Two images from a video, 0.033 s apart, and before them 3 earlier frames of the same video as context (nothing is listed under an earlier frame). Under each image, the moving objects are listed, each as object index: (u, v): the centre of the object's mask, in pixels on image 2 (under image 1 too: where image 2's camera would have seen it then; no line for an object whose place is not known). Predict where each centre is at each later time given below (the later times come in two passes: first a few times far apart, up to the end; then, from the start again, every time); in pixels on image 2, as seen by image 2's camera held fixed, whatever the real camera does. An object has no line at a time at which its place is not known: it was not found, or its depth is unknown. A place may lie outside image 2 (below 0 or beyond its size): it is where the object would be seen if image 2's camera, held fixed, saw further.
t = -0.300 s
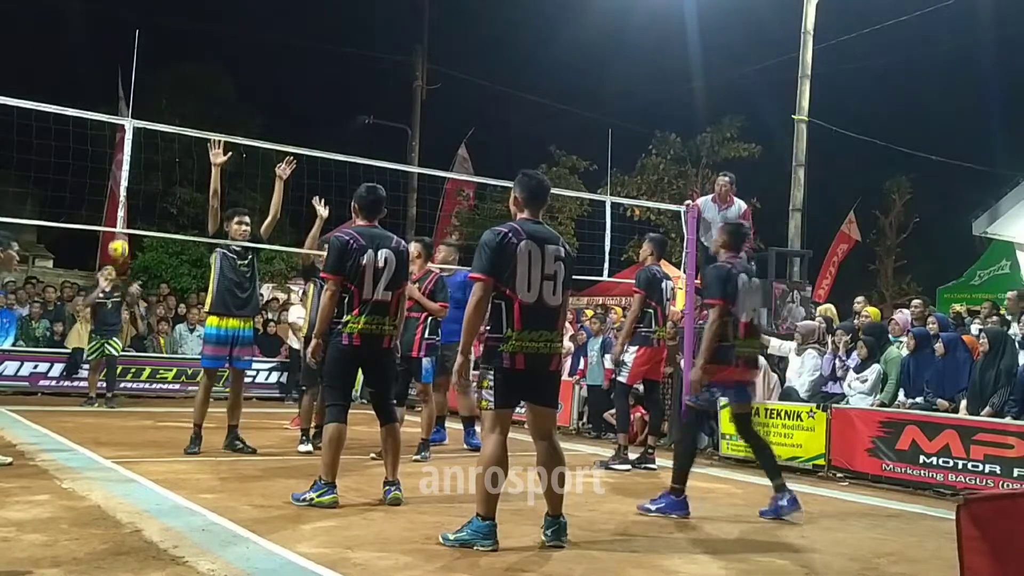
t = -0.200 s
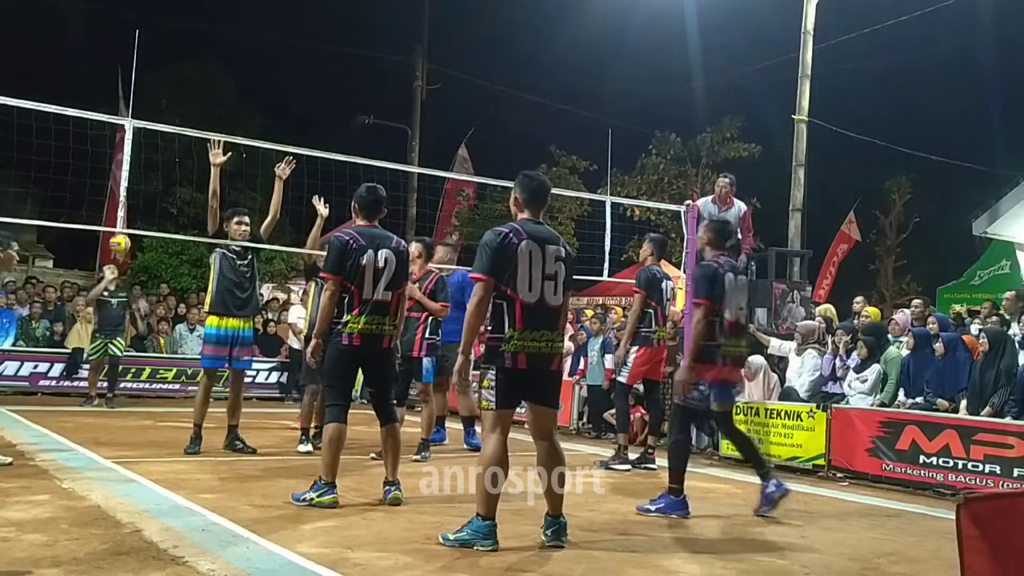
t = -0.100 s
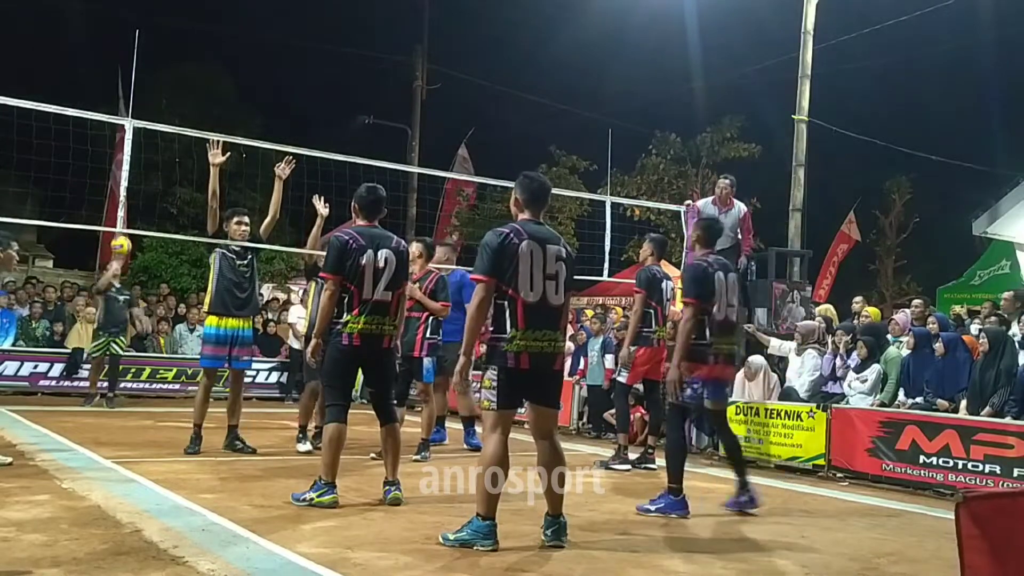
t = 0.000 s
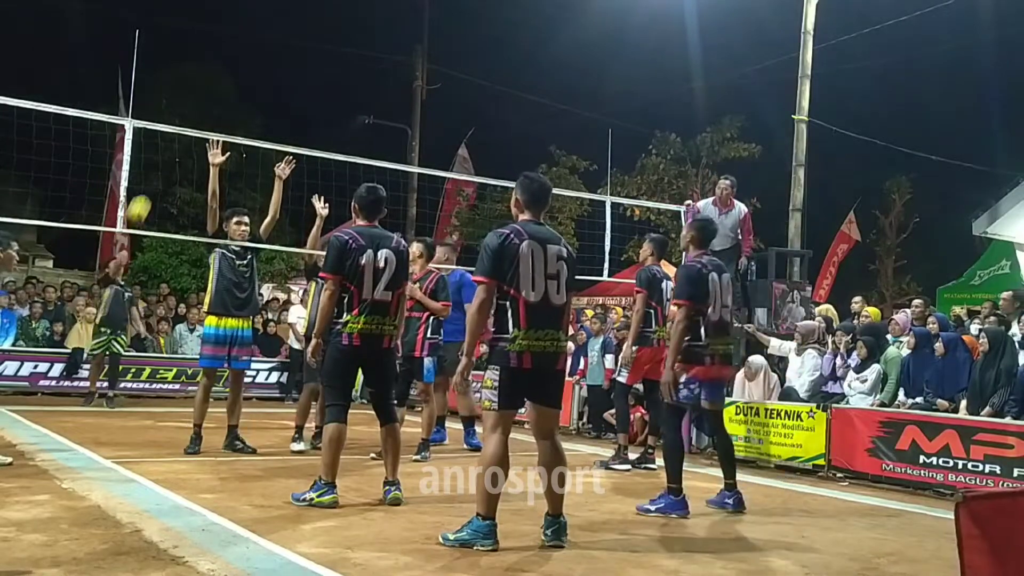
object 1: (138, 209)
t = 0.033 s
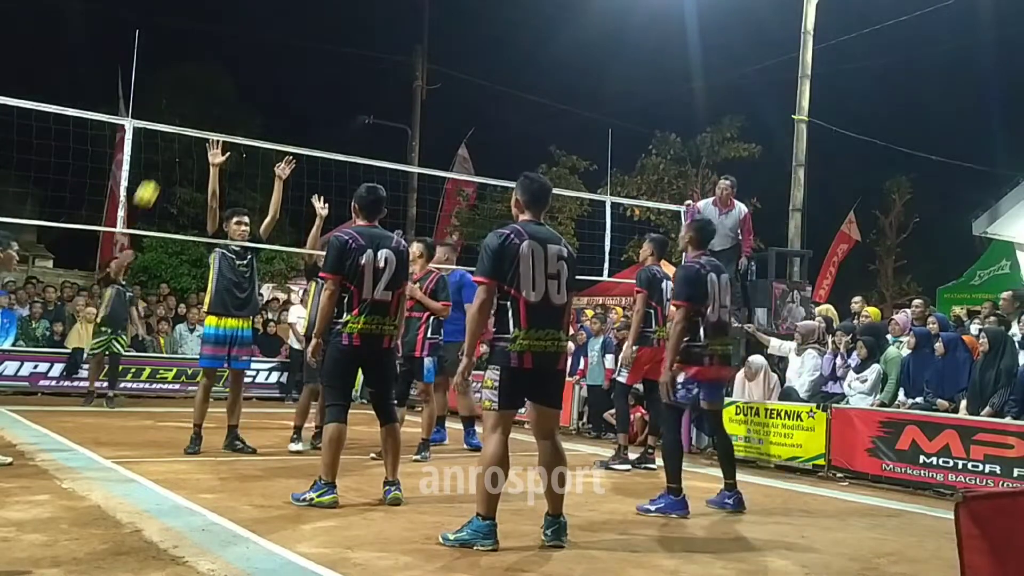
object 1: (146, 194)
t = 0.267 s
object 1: (208, 107)
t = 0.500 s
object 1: (282, 59)
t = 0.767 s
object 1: (383, 64)
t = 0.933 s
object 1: (456, 111)
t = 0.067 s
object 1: (154, 180)
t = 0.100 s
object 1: (163, 165)
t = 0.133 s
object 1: (171, 153)
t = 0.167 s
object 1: (178, 142)
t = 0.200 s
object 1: (189, 128)
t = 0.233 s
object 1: (199, 117)
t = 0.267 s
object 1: (208, 107)
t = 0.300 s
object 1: (218, 98)
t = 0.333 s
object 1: (228, 89)
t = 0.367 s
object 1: (238, 81)
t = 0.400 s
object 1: (249, 75)
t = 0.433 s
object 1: (259, 69)
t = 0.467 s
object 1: (271, 64)
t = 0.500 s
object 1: (282, 59)
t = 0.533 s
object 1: (294, 56)
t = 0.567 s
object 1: (306, 53)
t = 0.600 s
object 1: (318, 53)
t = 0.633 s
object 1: (330, 52)
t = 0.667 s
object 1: (343, 54)
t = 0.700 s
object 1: (356, 56)
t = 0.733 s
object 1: (369, 60)
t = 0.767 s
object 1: (383, 64)
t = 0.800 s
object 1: (397, 71)
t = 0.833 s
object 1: (411, 78)
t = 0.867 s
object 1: (426, 88)
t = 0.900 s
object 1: (441, 98)
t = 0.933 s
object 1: (456, 111)
